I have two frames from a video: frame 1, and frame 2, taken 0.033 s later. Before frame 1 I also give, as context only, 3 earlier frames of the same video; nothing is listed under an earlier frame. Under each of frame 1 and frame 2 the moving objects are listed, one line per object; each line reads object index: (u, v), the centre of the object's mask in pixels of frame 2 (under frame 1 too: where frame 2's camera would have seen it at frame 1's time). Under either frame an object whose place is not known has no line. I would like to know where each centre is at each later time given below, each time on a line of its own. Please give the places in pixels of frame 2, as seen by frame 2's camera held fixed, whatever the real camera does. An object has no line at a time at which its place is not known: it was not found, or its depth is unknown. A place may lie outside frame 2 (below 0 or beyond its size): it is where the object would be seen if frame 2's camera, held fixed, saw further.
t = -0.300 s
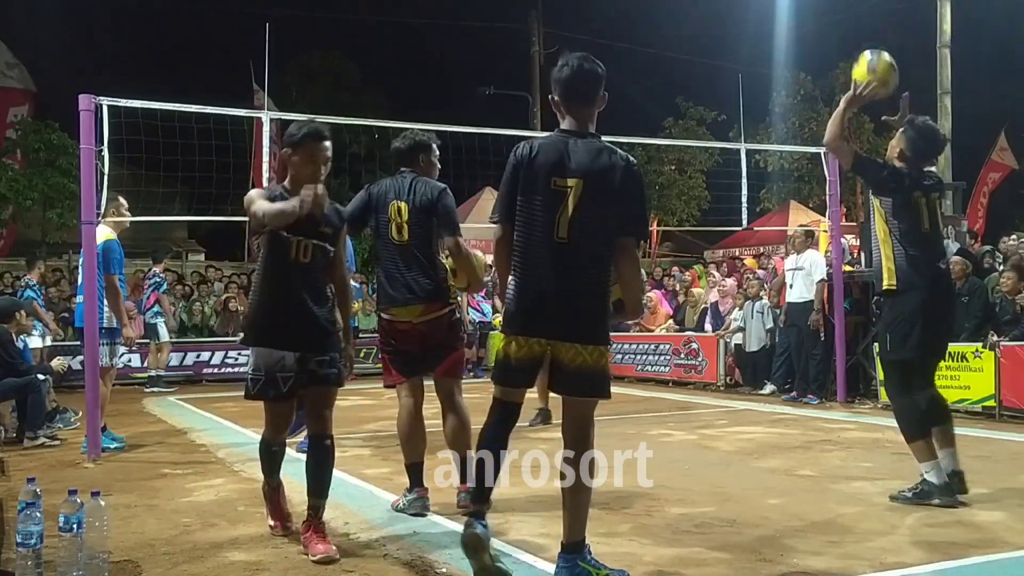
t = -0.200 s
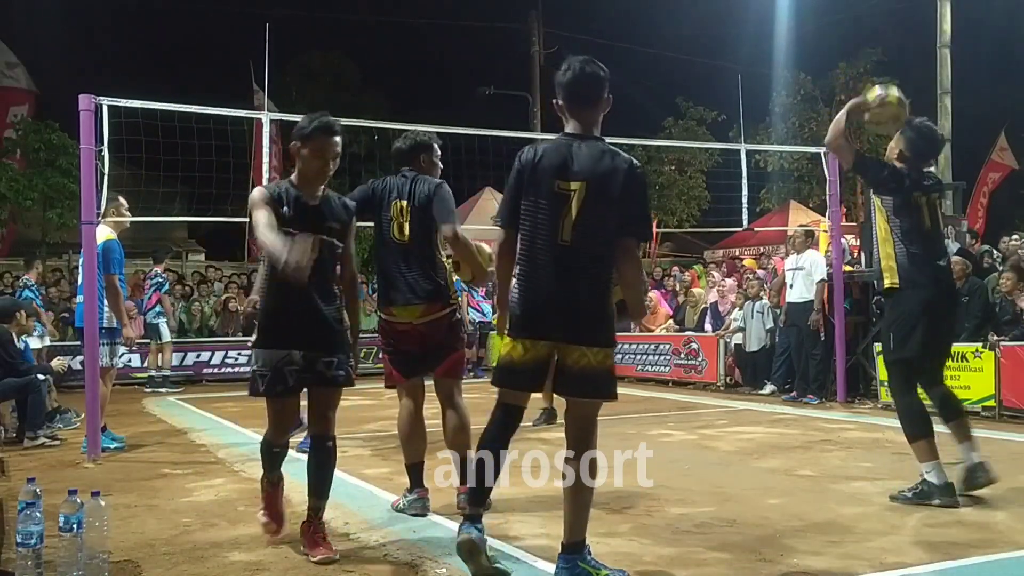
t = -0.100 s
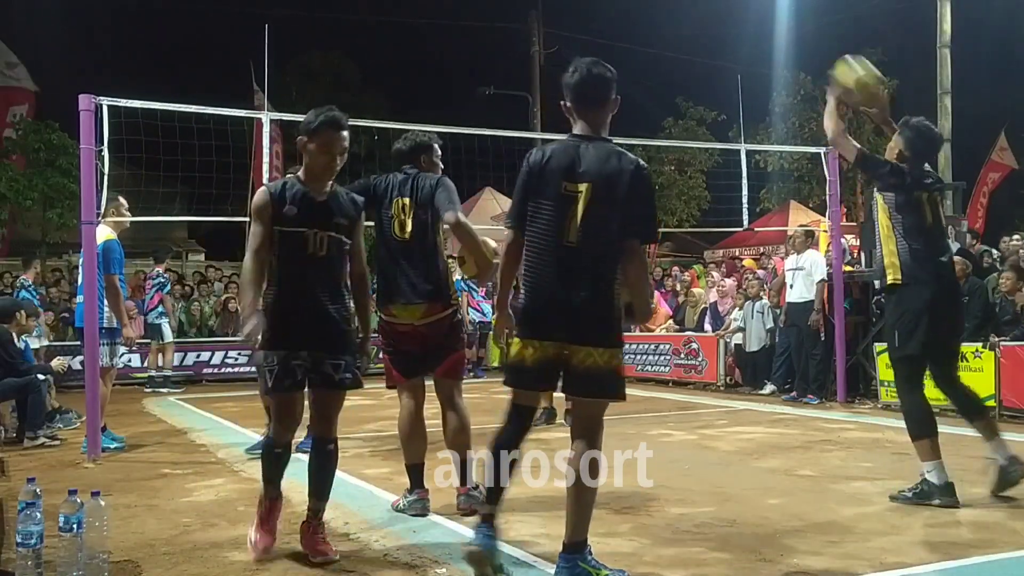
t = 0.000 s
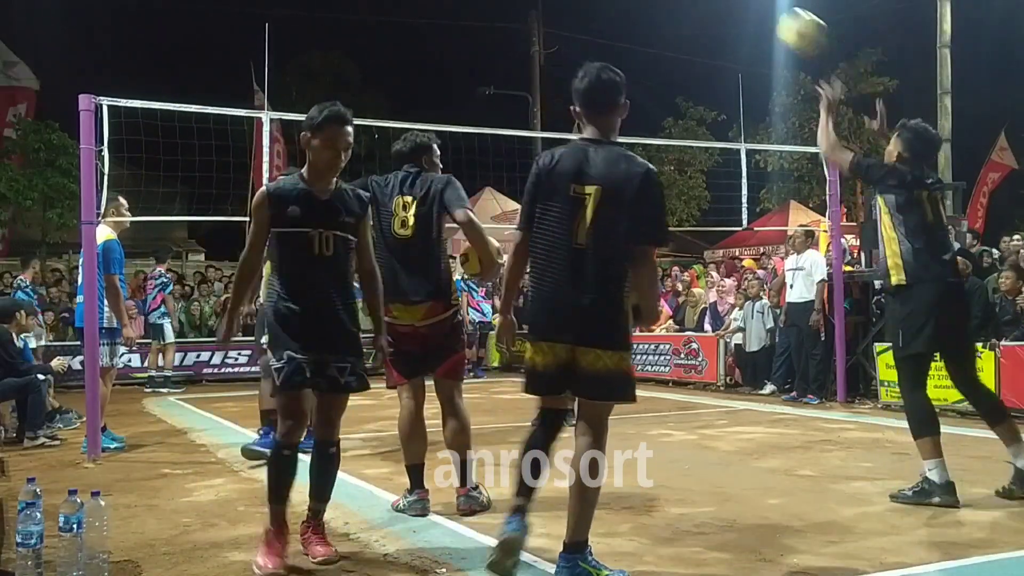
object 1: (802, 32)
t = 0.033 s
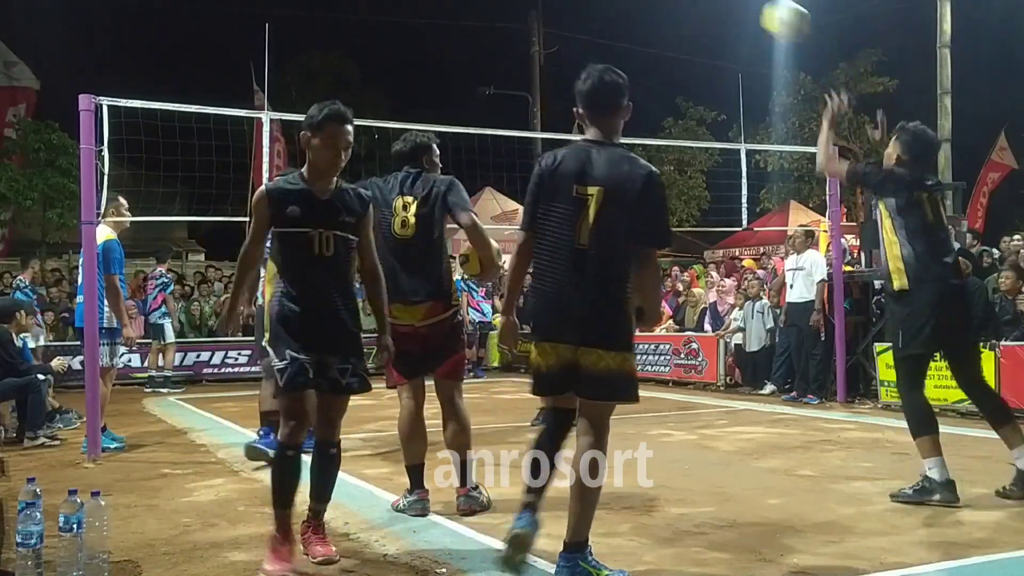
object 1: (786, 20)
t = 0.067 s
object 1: (765, 12)
